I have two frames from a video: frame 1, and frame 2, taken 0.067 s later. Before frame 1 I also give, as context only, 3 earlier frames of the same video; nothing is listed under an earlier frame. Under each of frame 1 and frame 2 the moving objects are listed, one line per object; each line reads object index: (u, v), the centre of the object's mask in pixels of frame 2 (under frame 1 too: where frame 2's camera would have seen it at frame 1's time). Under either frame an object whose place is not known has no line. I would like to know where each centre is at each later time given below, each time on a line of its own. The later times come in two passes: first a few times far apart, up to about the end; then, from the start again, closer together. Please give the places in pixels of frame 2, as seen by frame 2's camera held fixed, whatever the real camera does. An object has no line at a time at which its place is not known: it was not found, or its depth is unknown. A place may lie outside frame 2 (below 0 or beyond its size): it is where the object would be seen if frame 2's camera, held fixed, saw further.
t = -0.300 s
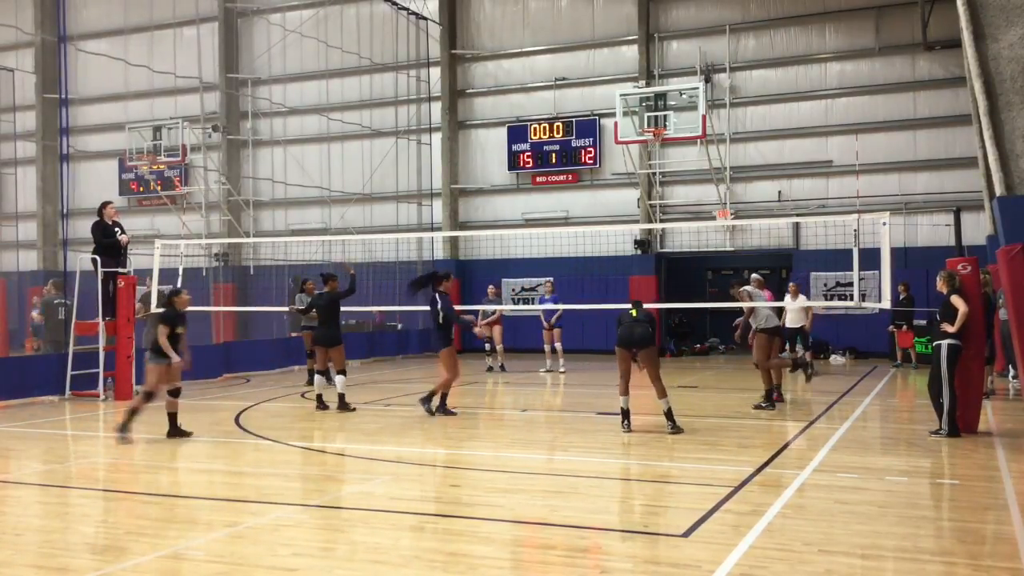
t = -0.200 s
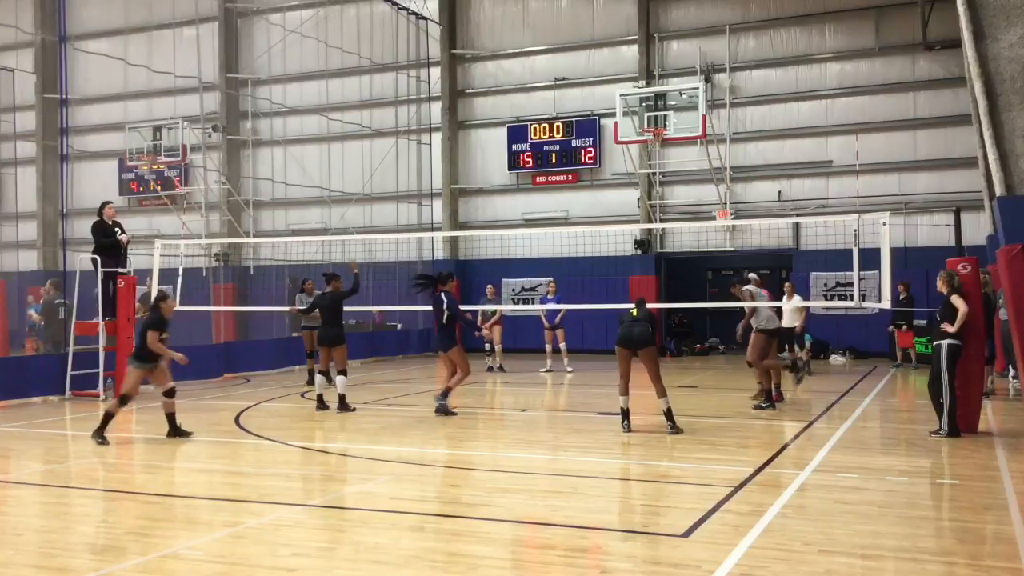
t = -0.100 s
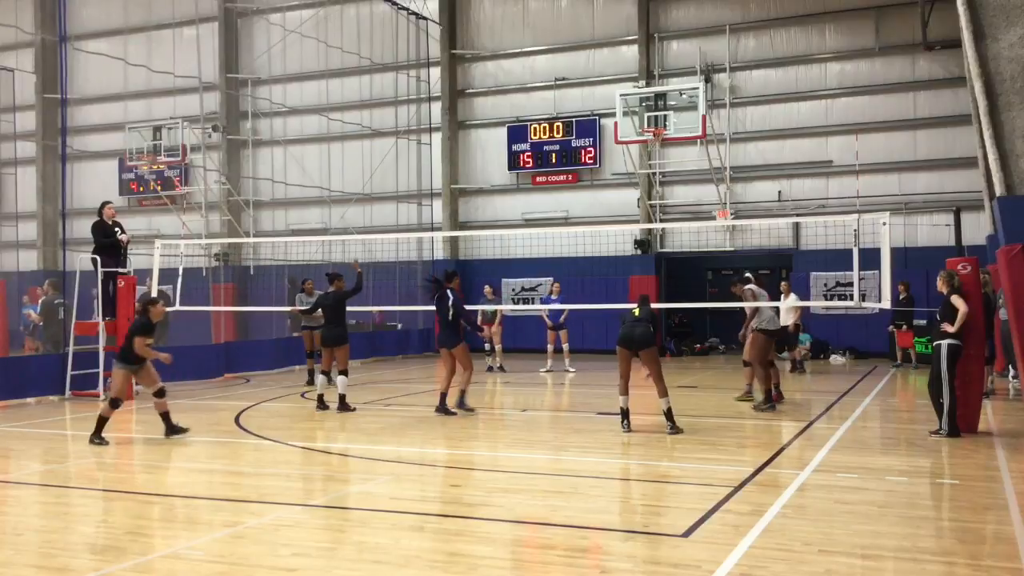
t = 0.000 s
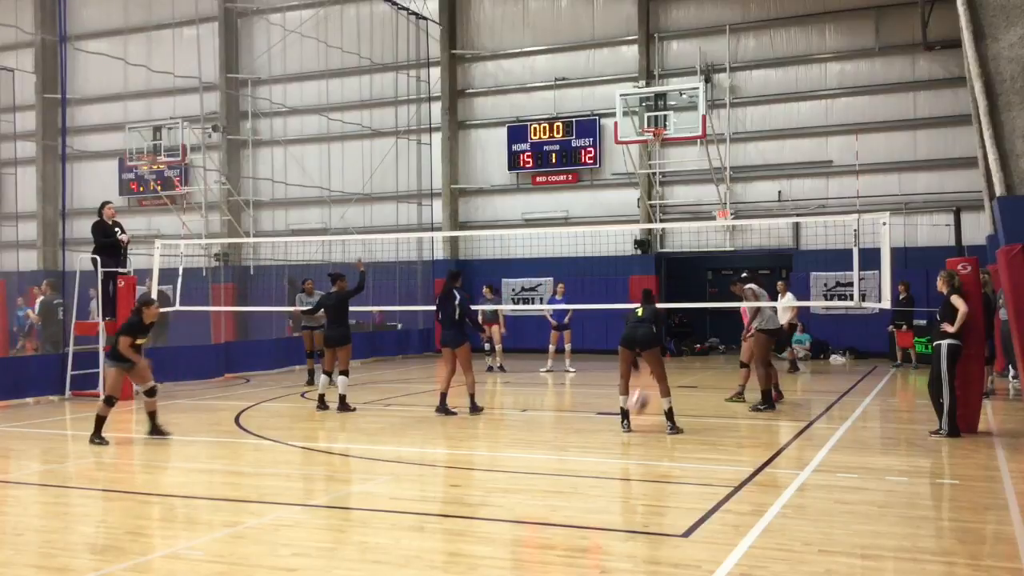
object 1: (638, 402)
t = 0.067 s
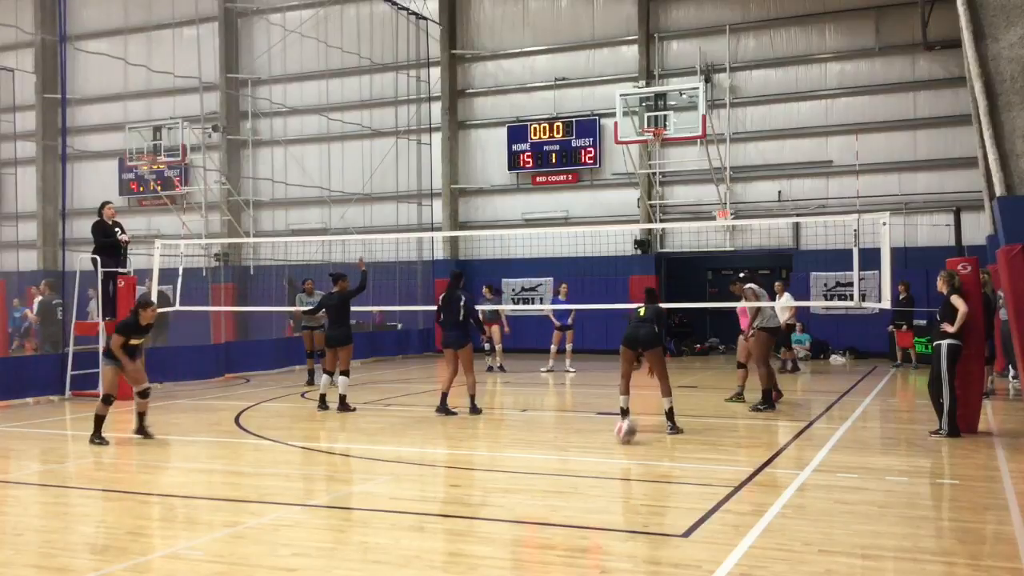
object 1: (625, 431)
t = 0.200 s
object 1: (610, 406)
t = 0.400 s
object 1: (586, 396)
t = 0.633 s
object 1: (552, 454)
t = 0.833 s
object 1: (511, 459)
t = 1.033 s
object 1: (460, 464)
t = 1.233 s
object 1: (392, 554)
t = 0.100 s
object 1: (622, 426)
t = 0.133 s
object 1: (618, 417)
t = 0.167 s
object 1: (614, 410)
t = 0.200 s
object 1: (610, 406)
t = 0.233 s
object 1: (606, 402)
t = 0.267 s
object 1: (602, 397)
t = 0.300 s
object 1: (599, 395)
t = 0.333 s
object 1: (595, 394)
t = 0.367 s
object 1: (591, 395)
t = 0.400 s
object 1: (586, 396)
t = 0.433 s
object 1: (581, 399)
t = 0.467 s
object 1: (577, 404)
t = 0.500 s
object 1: (572, 411)
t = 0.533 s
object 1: (567, 419)
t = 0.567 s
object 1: (562, 428)
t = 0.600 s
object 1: (557, 441)
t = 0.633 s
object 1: (552, 454)
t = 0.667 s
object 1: (547, 471)
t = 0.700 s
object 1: (539, 488)
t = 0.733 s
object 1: (533, 480)
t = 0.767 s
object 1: (527, 472)
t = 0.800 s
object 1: (519, 463)
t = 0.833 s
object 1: (511, 459)
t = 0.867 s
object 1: (503, 456)
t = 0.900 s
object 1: (496, 453)
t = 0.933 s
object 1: (488, 452)
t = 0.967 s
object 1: (478, 454)
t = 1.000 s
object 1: (469, 458)
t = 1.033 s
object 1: (460, 464)
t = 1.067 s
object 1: (450, 472)
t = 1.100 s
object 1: (440, 484)
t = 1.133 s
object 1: (428, 497)
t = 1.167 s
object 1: (416, 515)
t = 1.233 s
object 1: (392, 554)
